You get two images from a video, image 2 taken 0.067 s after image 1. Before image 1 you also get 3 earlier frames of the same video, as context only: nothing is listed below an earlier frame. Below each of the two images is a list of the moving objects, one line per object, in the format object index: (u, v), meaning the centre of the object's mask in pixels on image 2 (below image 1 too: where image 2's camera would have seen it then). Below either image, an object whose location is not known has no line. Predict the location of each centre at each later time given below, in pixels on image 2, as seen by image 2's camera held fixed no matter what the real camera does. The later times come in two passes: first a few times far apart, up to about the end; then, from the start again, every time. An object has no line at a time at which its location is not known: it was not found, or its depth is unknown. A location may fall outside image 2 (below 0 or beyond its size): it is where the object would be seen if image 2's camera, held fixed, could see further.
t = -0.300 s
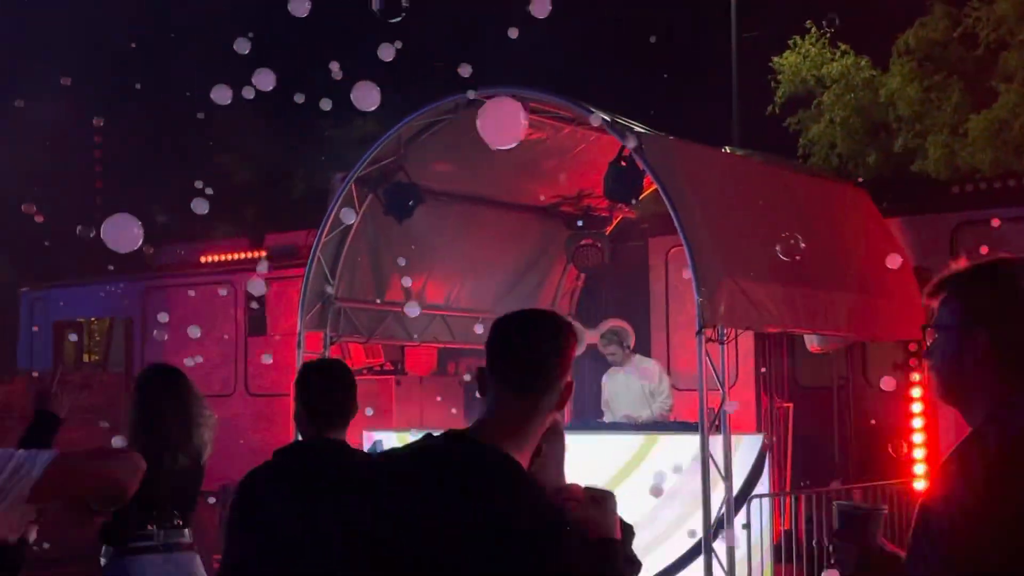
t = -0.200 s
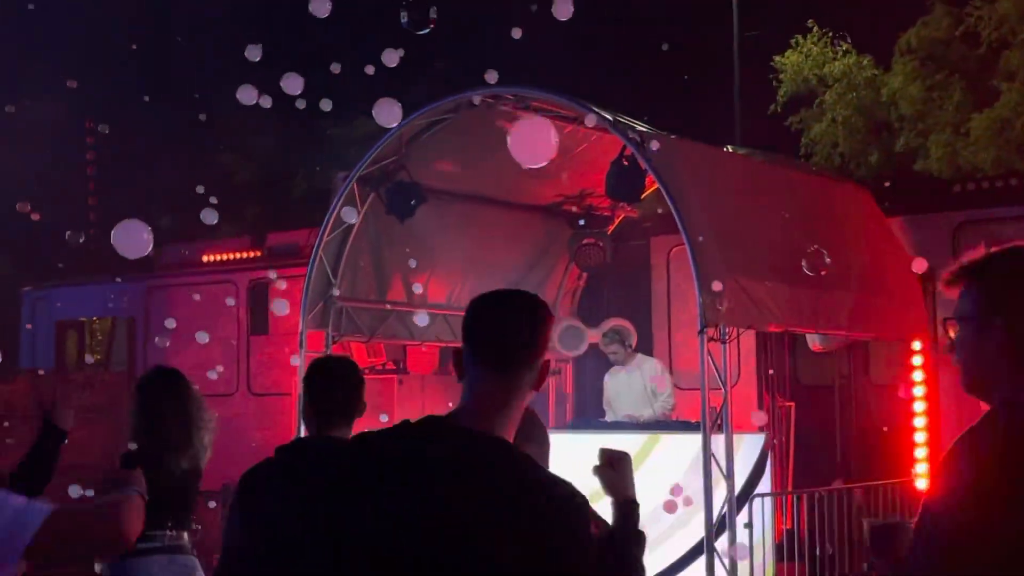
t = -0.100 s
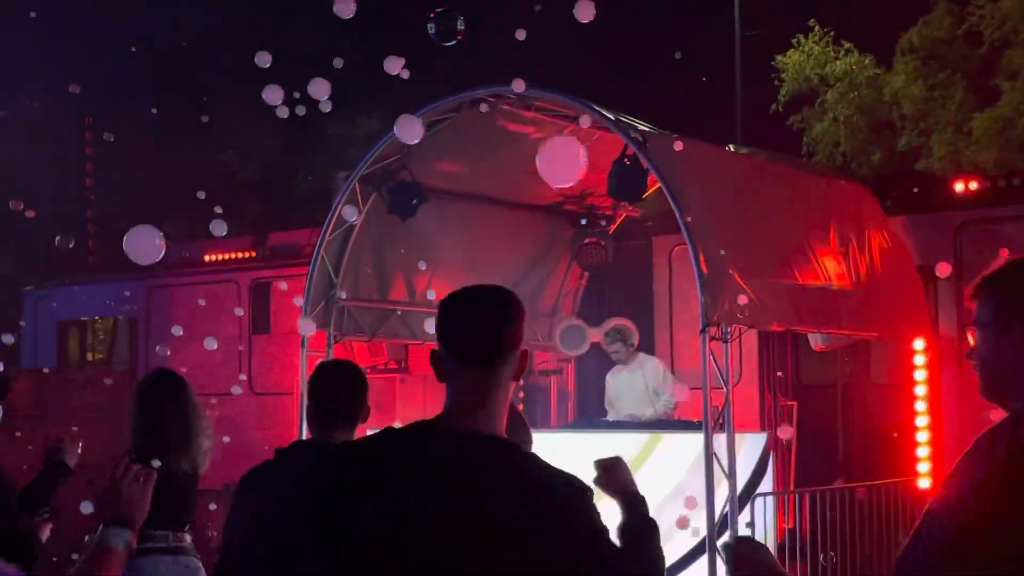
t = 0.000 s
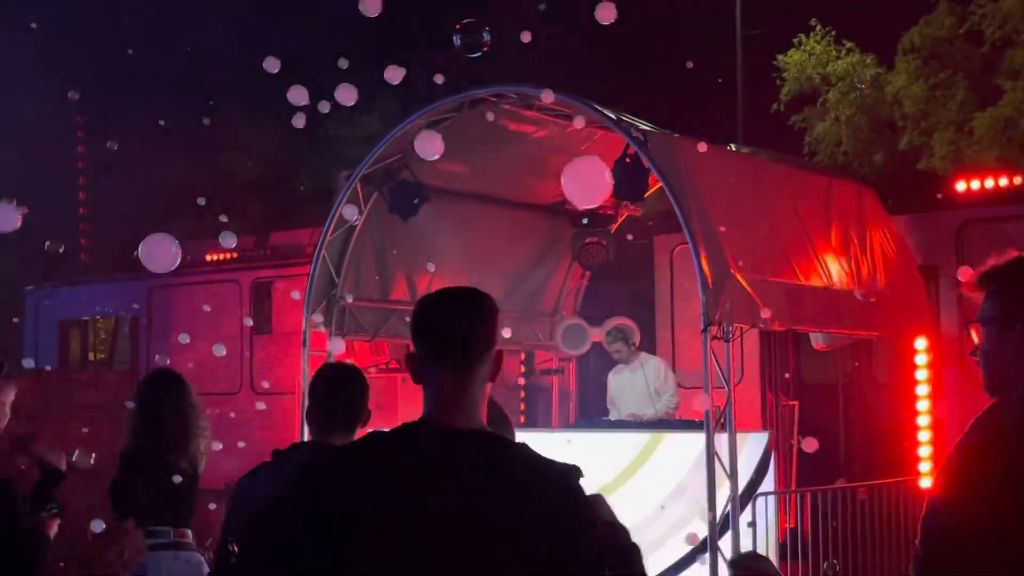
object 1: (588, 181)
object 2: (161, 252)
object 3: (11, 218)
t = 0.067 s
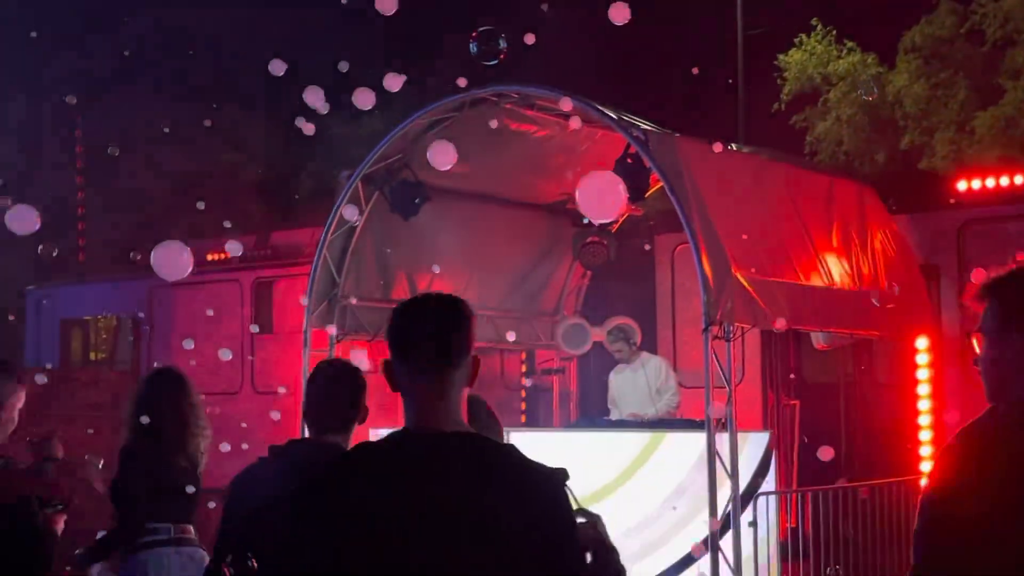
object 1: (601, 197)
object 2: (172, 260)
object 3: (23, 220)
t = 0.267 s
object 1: (634, 244)
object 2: (208, 289)
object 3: (87, 220)
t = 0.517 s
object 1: (662, 305)
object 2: (249, 323)
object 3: (187, 222)
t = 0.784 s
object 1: (685, 369)
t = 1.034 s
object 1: (702, 426)
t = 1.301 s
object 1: (705, 482)
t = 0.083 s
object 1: (605, 200)
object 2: (175, 262)
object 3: (27, 220)
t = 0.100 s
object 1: (608, 204)
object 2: (178, 265)
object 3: (32, 220)
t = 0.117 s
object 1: (611, 208)
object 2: (181, 267)
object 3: (37, 221)
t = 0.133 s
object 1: (614, 212)
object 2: (184, 269)
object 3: (42, 221)
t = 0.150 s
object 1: (617, 216)
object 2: (187, 272)
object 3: (47, 221)
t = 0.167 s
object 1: (620, 220)
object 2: (190, 274)
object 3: (52, 221)
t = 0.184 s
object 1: (622, 224)
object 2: (193, 277)
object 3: (57, 221)
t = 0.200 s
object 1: (625, 228)
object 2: (196, 279)
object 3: (63, 221)
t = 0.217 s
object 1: (627, 232)
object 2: (199, 282)
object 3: (68, 221)
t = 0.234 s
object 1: (630, 236)
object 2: (202, 284)
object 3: (75, 221)
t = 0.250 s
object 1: (632, 240)
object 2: (205, 286)
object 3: (81, 221)
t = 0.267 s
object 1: (634, 244)
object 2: (208, 289)
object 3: (87, 220)
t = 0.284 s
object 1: (636, 248)
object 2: (212, 291)
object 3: (93, 221)
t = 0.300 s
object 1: (639, 253)
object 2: (215, 294)
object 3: (100, 220)
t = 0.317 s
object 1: (640, 257)
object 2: (218, 296)
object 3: (106, 220)
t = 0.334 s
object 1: (643, 261)
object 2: (220, 299)
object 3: (113, 220)
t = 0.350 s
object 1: (645, 265)
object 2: (224, 301)
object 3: (120, 220)
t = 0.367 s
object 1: (647, 269)
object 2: (226, 303)
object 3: (127, 220)
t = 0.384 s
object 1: (648, 273)
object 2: (229, 305)
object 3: (134, 220)
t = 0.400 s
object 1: (650, 277)
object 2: (232, 307)
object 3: (141, 220)
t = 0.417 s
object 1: (652, 281)
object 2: (235, 309)
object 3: (148, 220)
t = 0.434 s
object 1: (654, 285)
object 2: (237, 312)
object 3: (154, 220)
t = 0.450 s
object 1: (655, 289)
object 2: (240, 314)
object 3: (161, 221)
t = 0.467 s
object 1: (657, 293)
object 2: (242, 316)
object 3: (168, 221)
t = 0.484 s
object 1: (658, 297)
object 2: (245, 318)
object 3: (175, 221)
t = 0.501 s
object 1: (660, 301)
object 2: (247, 321)
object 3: (181, 222)
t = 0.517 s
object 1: (662, 305)
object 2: (249, 323)
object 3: (187, 222)
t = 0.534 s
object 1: (663, 309)
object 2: (251, 325)
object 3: (193, 223)
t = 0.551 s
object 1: (664, 312)
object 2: (254, 327)
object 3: (200, 223)
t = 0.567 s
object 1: (666, 317)
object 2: (255, 330)
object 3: (206, 224)
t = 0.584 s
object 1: (668, 320)
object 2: (257, 332)
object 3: (212, 225)
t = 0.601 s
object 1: (669, 325)
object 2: (259, 334)
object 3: (218, 225)
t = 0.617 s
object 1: (670, 328)
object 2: (261, 336)
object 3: (223, 226)
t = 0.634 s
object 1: (672, 333)
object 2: (263, 337)
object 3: (229, 227)
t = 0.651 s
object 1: (673, 337)
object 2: (265, 339)
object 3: (235, 228)
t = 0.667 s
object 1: (675, 341)
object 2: (267, 341)
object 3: (241, 229)
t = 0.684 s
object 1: (677, 345)
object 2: (268, 343)
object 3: (247, 230)
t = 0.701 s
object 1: (679, 350)
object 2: (271, 344)
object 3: (253, 231)
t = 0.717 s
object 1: (680, 353)
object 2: (272, 347)
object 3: (259, 233)
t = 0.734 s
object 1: (682, 358)
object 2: (275, 348)
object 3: (265, 233)
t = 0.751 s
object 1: (683, 361)
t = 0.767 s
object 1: (685, 365)
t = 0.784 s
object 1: (685, 369)
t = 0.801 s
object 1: (686, 373)
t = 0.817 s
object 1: (687, 376)
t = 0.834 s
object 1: (689, 381)
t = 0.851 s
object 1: (691, 385)
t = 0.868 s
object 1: (692, 388)
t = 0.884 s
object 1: (695, 393)
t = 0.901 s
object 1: (694, 398)
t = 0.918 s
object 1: (696, 401)
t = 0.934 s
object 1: (696, 404)
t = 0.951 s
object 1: (698, 409)
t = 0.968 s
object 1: (700, 412)
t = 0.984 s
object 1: (700, 414)
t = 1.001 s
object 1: (700, 417)
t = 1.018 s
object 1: (702, 423)
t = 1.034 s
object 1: (702, 426)
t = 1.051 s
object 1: (703, 430)
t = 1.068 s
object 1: (703, 434)
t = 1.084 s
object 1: (704, 437)
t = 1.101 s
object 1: (704, 441)
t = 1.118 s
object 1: (705, 444)
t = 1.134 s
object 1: (705, 448)
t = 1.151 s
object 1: (706, 452)
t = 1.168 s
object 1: (706, 454)
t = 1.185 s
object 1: (706, 456)
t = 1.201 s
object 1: (706, 461)
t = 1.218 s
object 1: (707, 464)
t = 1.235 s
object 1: (705, 469)
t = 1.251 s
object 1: (705, 472)
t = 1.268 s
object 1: (705, 476)
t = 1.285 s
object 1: (704, 479)
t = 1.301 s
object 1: (705, 482)
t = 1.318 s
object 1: (705, 484)
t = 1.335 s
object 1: (704, 488)
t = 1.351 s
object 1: (704, 491)
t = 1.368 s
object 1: (703, 494)
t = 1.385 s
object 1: (702, 497)
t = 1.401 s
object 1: (702, 500)
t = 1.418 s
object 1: (702, 503)
